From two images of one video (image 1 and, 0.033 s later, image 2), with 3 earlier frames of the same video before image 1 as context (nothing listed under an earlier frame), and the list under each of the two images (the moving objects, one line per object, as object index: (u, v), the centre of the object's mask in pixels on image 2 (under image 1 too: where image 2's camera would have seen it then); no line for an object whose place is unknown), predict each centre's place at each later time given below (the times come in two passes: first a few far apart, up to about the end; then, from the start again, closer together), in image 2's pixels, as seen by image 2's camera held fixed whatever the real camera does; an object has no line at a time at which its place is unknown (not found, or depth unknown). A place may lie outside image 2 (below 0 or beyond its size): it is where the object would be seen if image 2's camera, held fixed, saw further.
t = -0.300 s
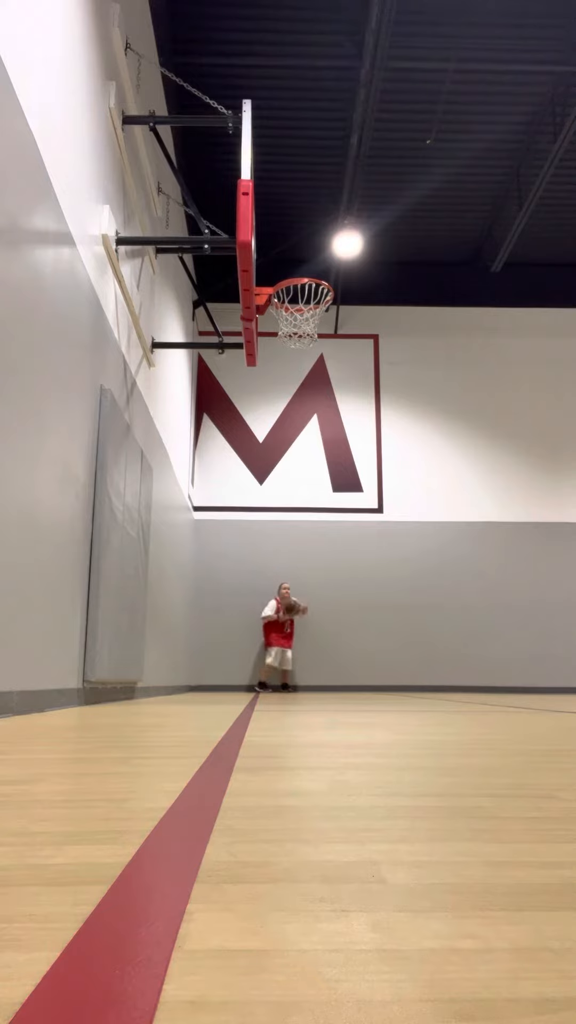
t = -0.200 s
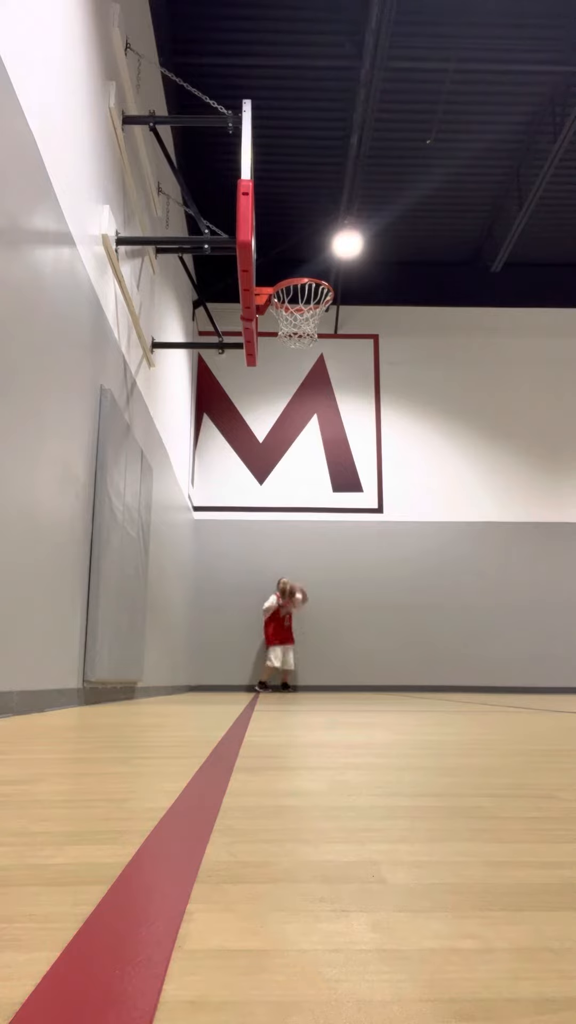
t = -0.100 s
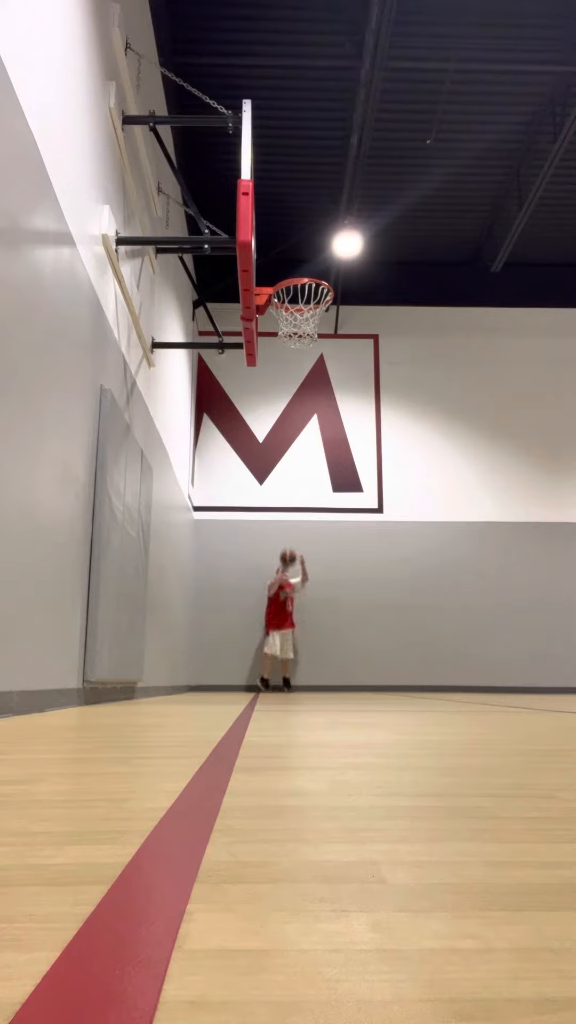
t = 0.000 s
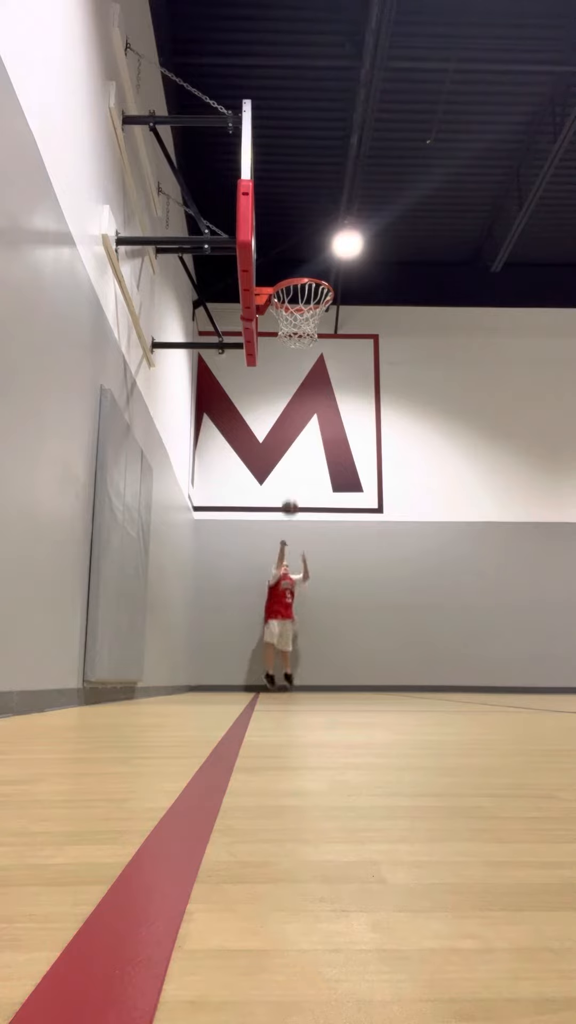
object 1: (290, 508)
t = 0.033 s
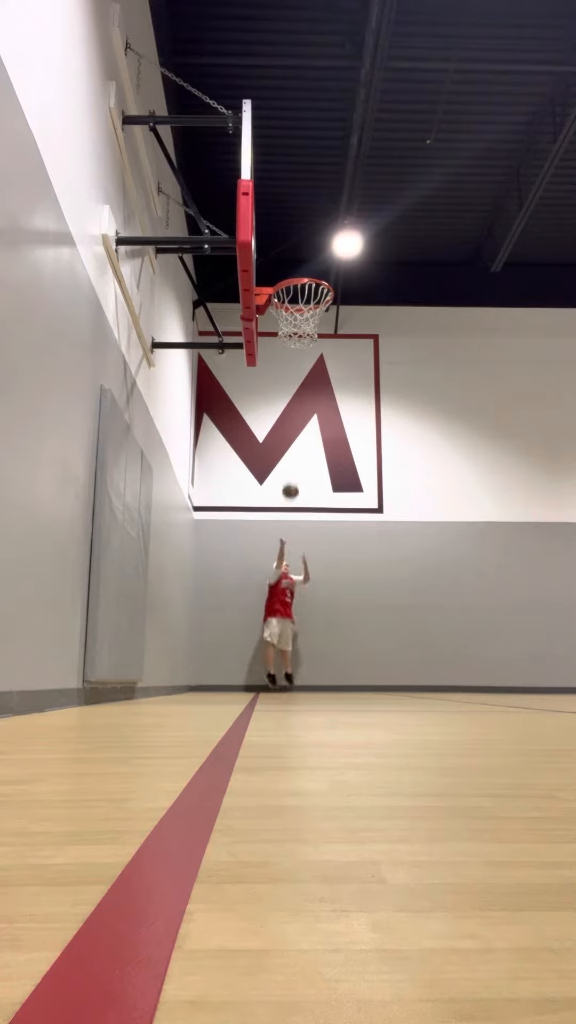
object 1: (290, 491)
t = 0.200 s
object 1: (294, 414)
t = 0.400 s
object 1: (299, 343)
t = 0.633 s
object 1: (304, 290)
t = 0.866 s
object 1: (312, 268)
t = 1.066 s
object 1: (295, 294)
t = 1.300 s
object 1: (291, 328)
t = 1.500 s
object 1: (318, 338)
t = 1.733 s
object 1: (347, 402)
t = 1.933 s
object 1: (375, 524)
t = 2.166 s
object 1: (406, 643)
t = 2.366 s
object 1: (417, 518)
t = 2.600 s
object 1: (432, 448)
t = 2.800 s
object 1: (446, 449)
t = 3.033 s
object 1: (467, 524)
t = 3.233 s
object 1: (489, 661)
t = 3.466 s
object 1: (507, 574)
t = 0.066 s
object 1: (291, 475)
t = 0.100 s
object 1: (291, 460)
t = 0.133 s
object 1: (293, 443)
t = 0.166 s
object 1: (294, 428)
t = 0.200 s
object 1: (294, 414)
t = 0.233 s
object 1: (293, 401)
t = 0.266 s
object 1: (294, 388)
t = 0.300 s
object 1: (295, 376)
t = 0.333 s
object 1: (296, 365)
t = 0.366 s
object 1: (297, 354)
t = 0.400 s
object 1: (299, 343)
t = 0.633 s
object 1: (304, 290)
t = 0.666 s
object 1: (308, 274)
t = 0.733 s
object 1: (307, 270)
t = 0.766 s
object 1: (308, 269)
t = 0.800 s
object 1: (310, 268)
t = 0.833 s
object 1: (311, 268)
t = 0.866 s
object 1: (312, 268)
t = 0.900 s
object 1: (314, 269)
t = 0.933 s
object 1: (316, 270)
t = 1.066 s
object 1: (295, 294)
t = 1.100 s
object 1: (292, 297)
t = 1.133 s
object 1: (287, 297)
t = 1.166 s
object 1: (284, 330)
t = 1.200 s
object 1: (282, 331)
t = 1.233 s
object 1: (282, 332)
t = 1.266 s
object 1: (287, 335)
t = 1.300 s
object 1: (291, 328)
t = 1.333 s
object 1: (300, 333)
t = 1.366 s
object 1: (306, 334)
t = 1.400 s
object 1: (308, 333)
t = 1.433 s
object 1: (312, 333)
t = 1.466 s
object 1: (314, 334)
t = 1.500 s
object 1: (318, 338)
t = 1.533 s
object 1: (322, 343)
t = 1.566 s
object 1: (326, 349)
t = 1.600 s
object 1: (330, 356)
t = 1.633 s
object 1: (335, 366)
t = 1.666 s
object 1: (339, 376)
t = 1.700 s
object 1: (343, 388)
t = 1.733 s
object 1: (347, 402)
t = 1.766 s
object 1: (352, 418)
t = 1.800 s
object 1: (356, 435)
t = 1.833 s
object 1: (361, 454)
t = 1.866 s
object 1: (365, 475)
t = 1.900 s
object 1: (371, 499)
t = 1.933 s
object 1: (375, 524)
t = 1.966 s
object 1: (380, 549)
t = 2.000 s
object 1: (385, 576)
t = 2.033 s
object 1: (390, 607)
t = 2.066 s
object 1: (395, 641)
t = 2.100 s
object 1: (401, 676)
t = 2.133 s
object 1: (404, 669)
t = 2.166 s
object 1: (406, 643)
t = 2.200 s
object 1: (408, 618)
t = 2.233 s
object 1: (409, 593)
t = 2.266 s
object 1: (411, 570)
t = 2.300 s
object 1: (413, 551)
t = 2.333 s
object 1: (415, 534)
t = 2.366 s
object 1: (417, 518)
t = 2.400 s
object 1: (419, 502)
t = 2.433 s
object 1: (421, 489)
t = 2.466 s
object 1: (423, 478)
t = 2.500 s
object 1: (425, 468)
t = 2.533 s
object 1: (427, 460)
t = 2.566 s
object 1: (429, 453)
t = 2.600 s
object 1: (432, 448)
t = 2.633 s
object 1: (434, 444)
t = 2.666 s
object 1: (436, 442)
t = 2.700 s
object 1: (438, 441)
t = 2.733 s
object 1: (441, 443)
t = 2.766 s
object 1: (444, 445)
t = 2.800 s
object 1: (446, 449)
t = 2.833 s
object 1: (449, 455)
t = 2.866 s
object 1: (452, 462)
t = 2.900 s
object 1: (454, 471)
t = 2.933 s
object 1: (458, 482)
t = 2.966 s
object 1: (461, 494)
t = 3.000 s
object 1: (464, 508)
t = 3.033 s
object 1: (467, 524)
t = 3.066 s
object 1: (470, 542)
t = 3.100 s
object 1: (474, 562)
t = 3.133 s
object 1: (477, 584)
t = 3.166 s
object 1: (481, 607)
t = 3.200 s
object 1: (485, 633)
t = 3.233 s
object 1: (489, 661)
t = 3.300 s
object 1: (495, 663)
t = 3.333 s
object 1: (497, 641)
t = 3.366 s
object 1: (499, 621)
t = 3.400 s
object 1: (501, 603)
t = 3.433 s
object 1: (504, 588)
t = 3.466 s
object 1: (507, 574)
